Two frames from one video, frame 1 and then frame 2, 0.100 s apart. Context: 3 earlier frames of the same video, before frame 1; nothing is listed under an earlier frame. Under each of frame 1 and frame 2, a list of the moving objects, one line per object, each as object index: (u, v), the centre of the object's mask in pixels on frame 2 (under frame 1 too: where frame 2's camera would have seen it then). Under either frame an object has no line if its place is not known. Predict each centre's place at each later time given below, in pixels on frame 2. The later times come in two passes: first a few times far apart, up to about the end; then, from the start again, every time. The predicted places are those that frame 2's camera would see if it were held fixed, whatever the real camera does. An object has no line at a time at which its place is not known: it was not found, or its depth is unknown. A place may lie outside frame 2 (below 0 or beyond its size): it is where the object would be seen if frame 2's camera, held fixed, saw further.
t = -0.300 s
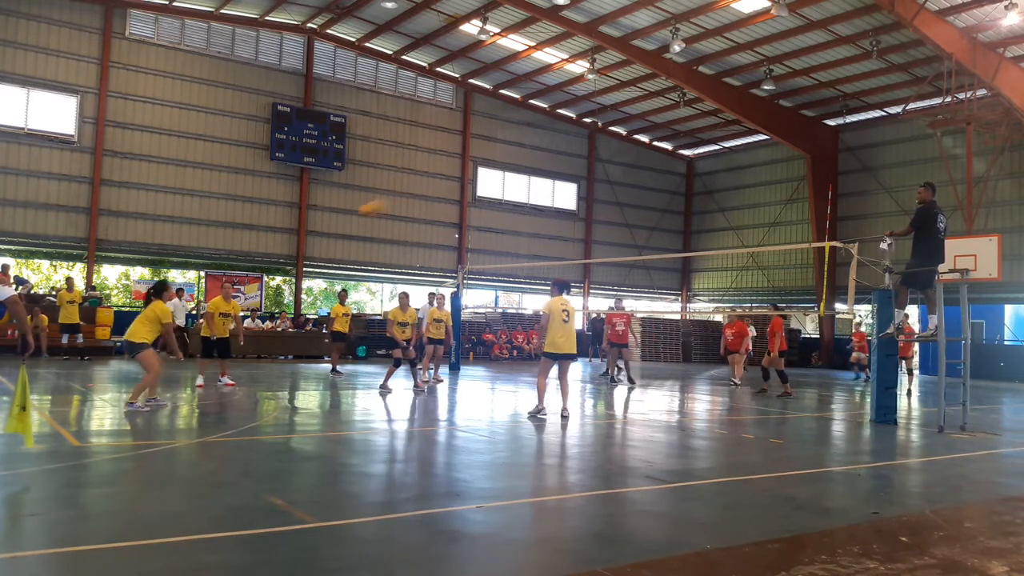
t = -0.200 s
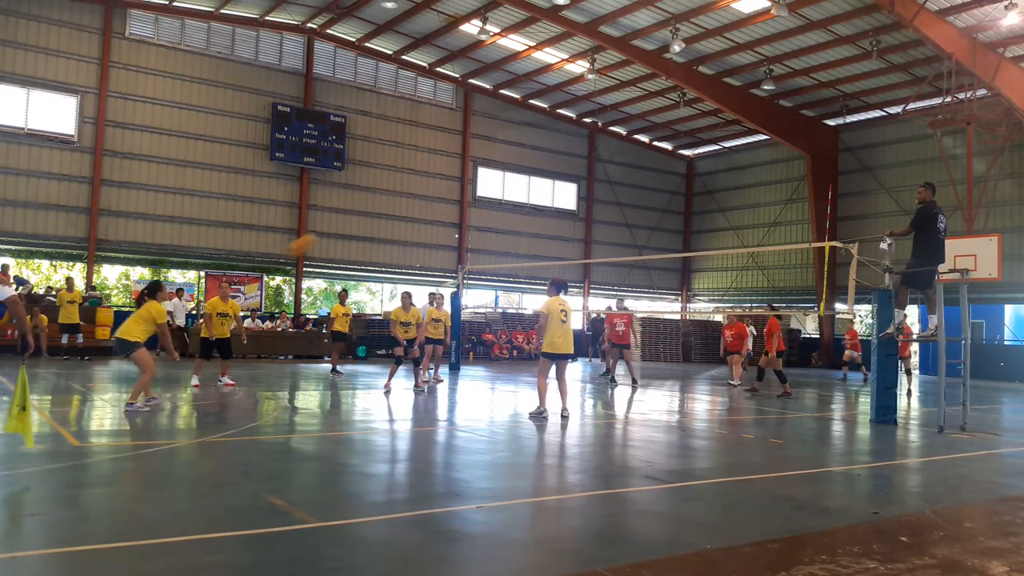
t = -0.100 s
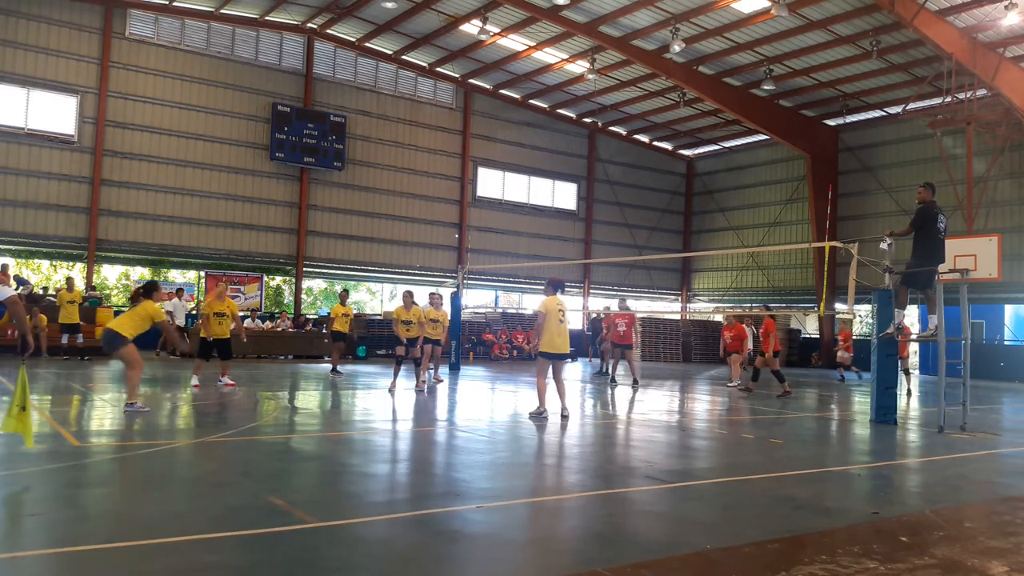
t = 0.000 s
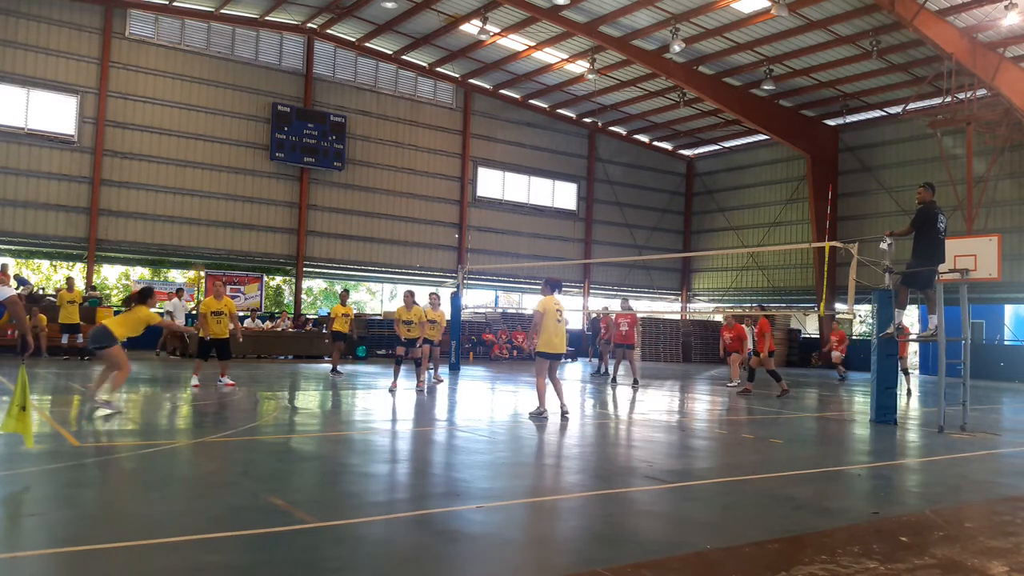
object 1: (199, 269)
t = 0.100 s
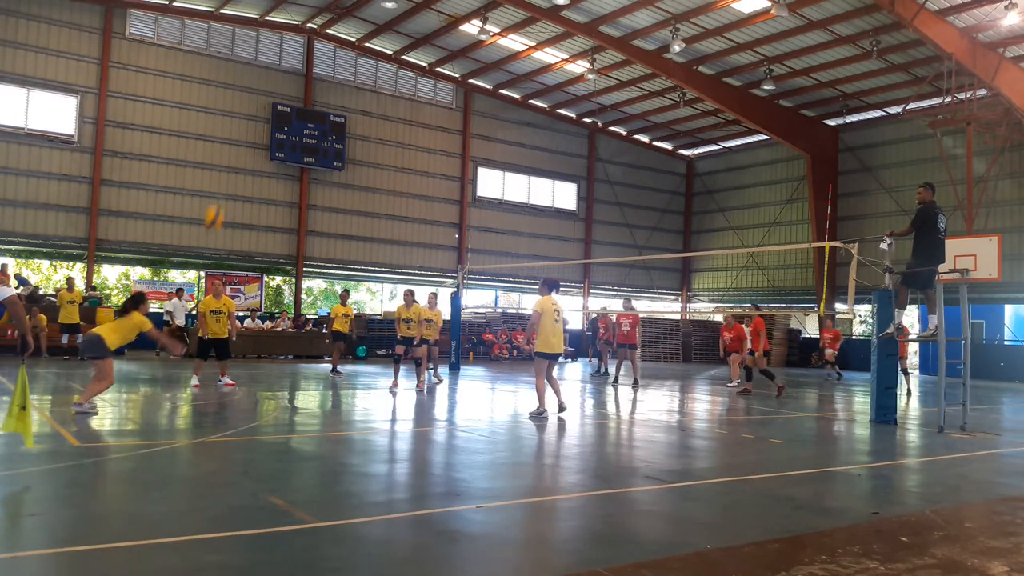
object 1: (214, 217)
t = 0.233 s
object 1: (237, 153)
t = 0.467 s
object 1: (269, 78)
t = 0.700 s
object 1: (296, 49)
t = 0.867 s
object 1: (312, 54)
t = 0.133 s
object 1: (220, 200)
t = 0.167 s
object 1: (225, 183)
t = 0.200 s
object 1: (231, 167)
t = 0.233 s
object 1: (237, 153)
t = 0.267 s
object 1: (241, 138)
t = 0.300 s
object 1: (246, 126)
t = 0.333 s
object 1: (251, 114)
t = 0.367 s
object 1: (256, 104)
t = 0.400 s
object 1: (261, 94)
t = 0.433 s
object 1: (264, 85)
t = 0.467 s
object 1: (269, 78)
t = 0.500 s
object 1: (273, 72)
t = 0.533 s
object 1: (277, 66)
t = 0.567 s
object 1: (281, 60)
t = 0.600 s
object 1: (284, 57)
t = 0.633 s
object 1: (287, 53)
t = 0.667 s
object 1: (292, 51)
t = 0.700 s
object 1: (296, 49)
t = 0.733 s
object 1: (299, 49)
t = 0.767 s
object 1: (302, 49)
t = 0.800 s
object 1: (305, 50)
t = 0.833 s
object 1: (308, 52)
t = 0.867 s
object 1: (312, 54)
